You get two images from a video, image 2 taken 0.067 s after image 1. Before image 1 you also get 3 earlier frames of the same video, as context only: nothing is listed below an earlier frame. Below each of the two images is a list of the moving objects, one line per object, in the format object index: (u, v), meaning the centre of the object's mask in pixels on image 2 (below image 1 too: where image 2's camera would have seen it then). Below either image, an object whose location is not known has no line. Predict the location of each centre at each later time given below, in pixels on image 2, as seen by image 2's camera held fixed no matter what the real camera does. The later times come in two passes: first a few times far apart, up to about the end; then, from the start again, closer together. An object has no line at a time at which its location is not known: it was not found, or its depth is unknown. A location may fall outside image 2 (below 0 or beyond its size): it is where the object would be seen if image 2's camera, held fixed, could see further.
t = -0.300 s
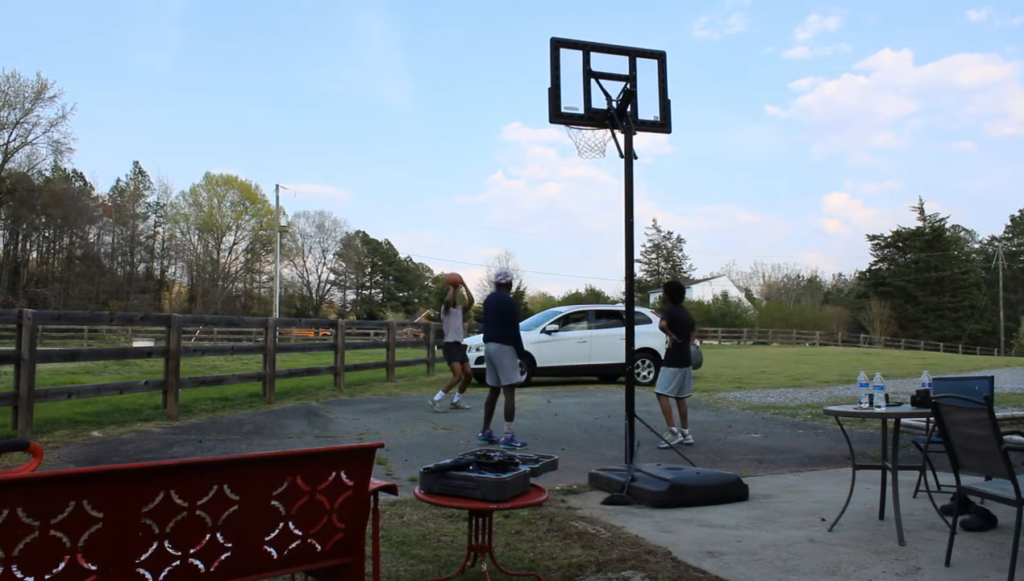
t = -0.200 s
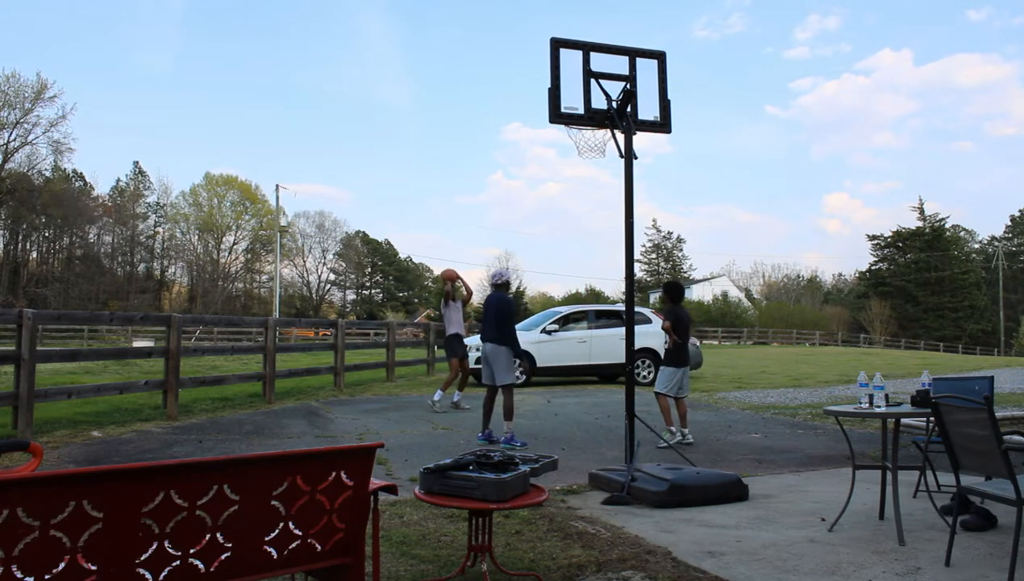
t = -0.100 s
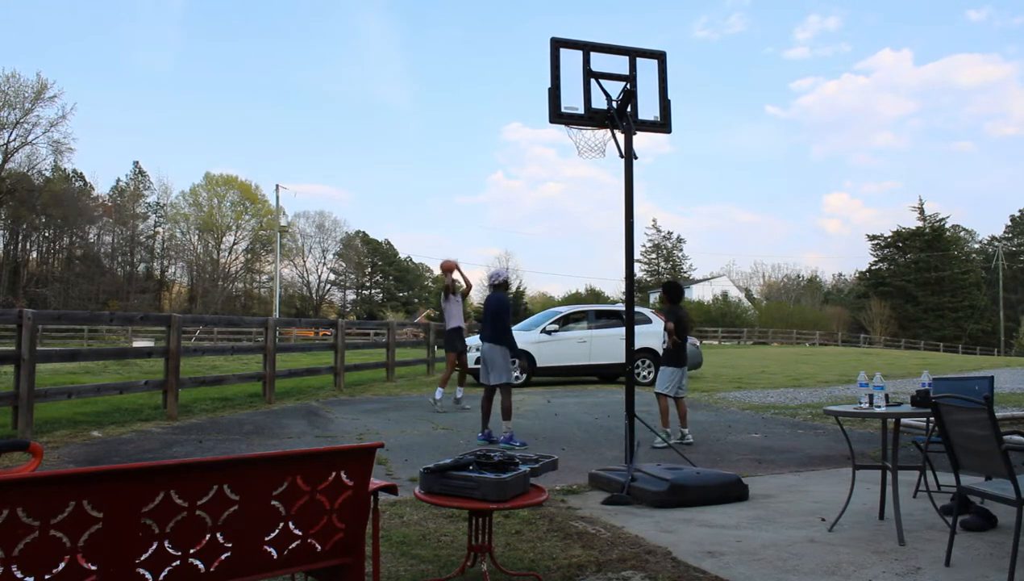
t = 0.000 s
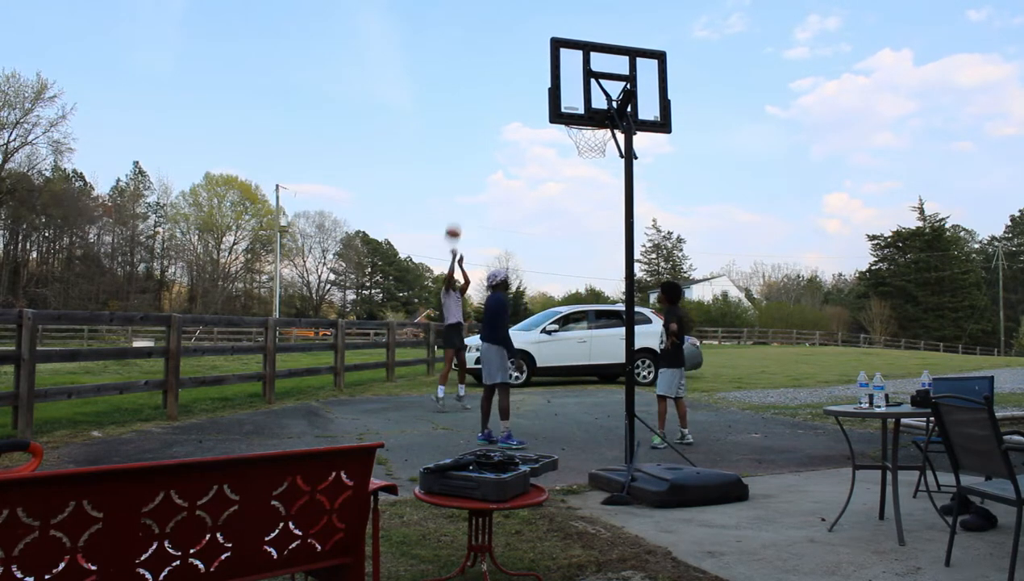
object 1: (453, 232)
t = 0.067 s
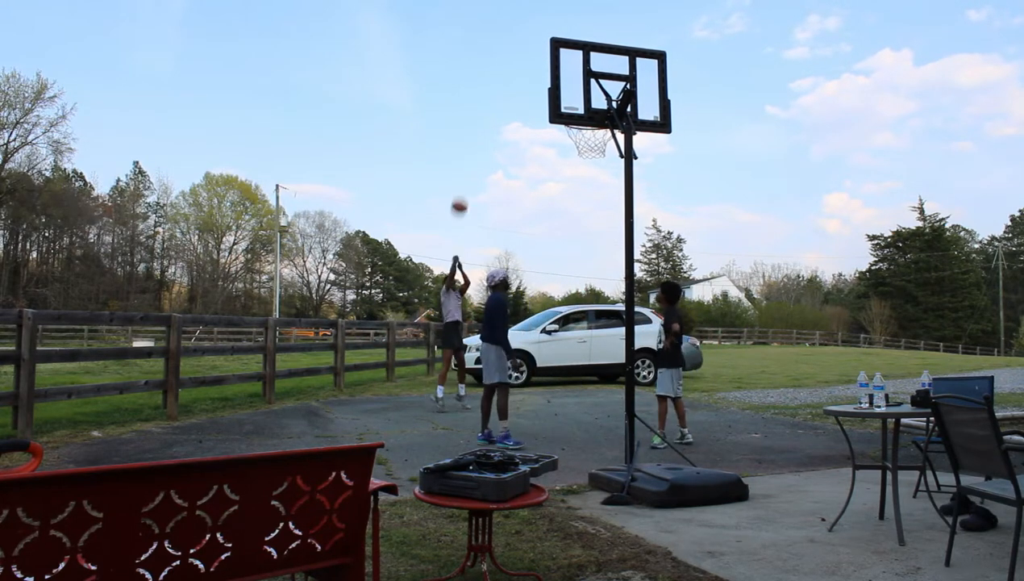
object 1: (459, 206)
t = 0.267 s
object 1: (480, 140)
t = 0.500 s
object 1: (510, 89)
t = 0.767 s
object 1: (545, 79)
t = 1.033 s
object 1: (599, 140)
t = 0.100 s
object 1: (463, 193)
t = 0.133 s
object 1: (466, 182)
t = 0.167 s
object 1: (469, 170)
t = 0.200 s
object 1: (473, 160)
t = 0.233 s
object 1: (477, 149)
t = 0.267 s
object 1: (480, 140)
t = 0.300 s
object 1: (484, 131)
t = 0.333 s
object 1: (488, 122)
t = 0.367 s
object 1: (493, 114)
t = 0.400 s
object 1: (497, 107)
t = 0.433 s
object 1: (501, 100)
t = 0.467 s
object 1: (505, 94)
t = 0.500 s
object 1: (510, 89)
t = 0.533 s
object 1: (514, 85)
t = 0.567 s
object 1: (519, 81)
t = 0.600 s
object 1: (524, 79)
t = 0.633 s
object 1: (529, 77)
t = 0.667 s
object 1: (534, 76)
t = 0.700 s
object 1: (539, 76)
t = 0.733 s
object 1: (542, 77)
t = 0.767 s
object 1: (545, 79)
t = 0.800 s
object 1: (548, 82)
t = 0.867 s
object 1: (569, 91)
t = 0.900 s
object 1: (572, 98)
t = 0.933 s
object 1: (575, 104)
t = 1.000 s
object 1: (591, 132)
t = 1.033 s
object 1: (599, 140)
